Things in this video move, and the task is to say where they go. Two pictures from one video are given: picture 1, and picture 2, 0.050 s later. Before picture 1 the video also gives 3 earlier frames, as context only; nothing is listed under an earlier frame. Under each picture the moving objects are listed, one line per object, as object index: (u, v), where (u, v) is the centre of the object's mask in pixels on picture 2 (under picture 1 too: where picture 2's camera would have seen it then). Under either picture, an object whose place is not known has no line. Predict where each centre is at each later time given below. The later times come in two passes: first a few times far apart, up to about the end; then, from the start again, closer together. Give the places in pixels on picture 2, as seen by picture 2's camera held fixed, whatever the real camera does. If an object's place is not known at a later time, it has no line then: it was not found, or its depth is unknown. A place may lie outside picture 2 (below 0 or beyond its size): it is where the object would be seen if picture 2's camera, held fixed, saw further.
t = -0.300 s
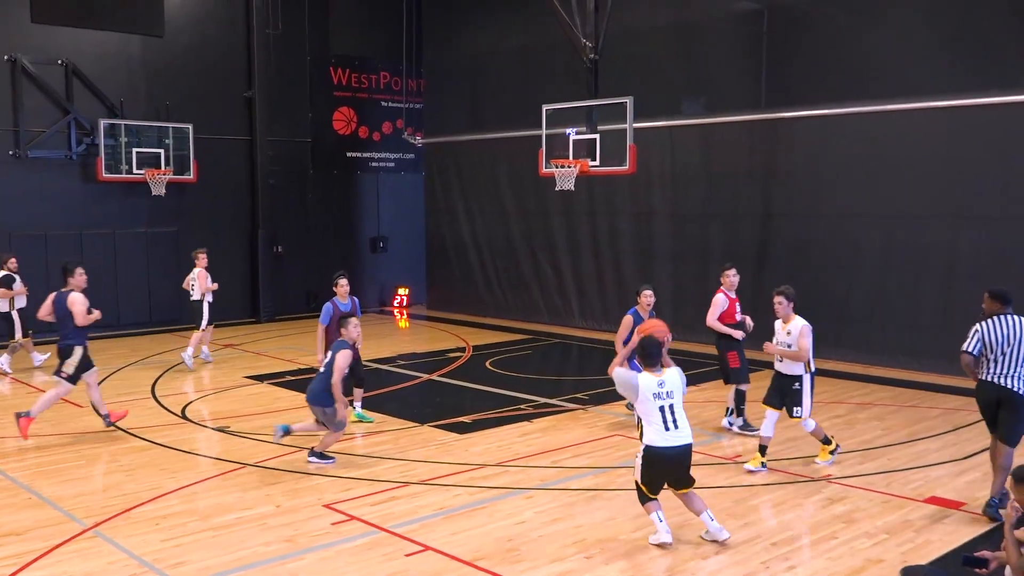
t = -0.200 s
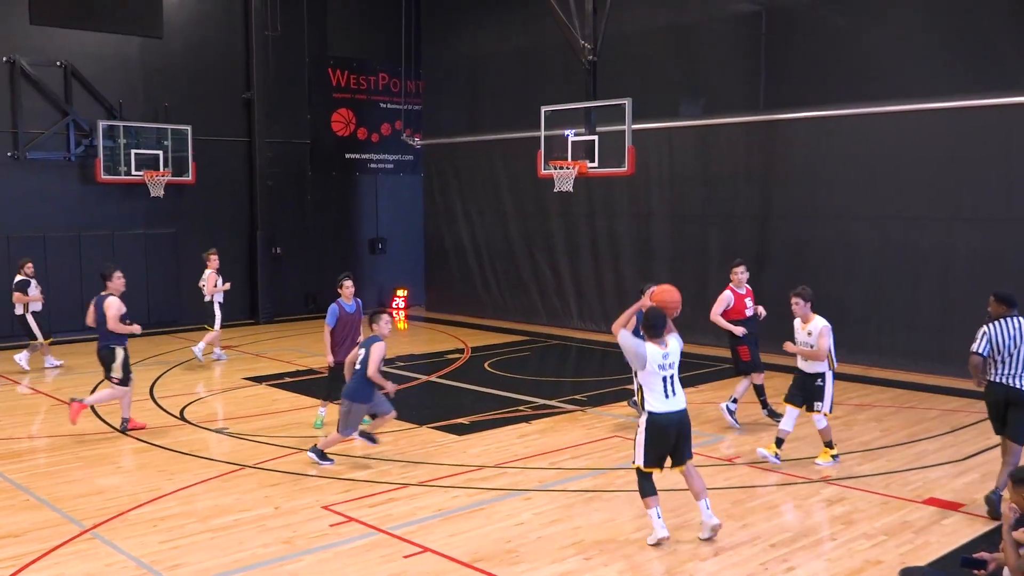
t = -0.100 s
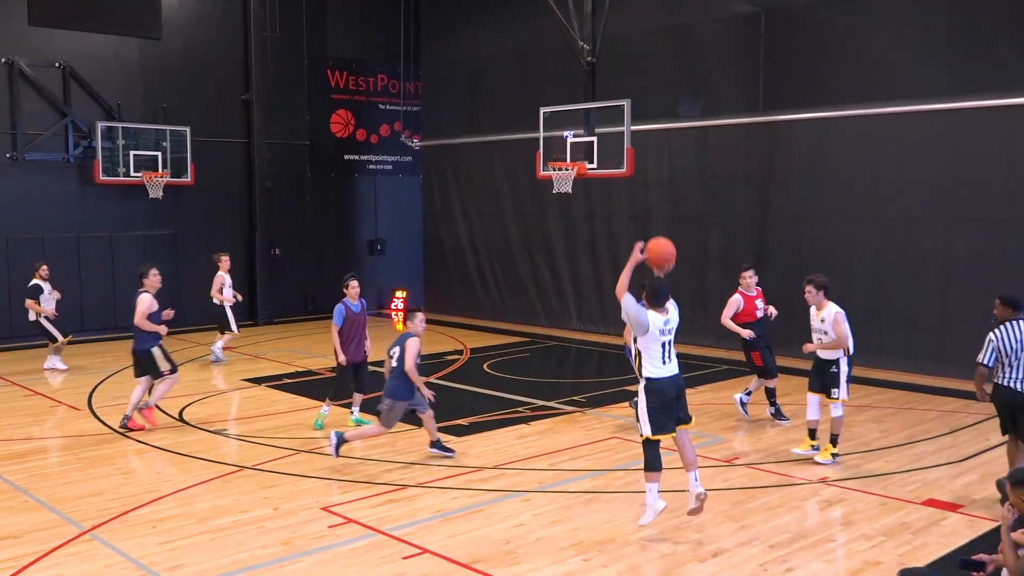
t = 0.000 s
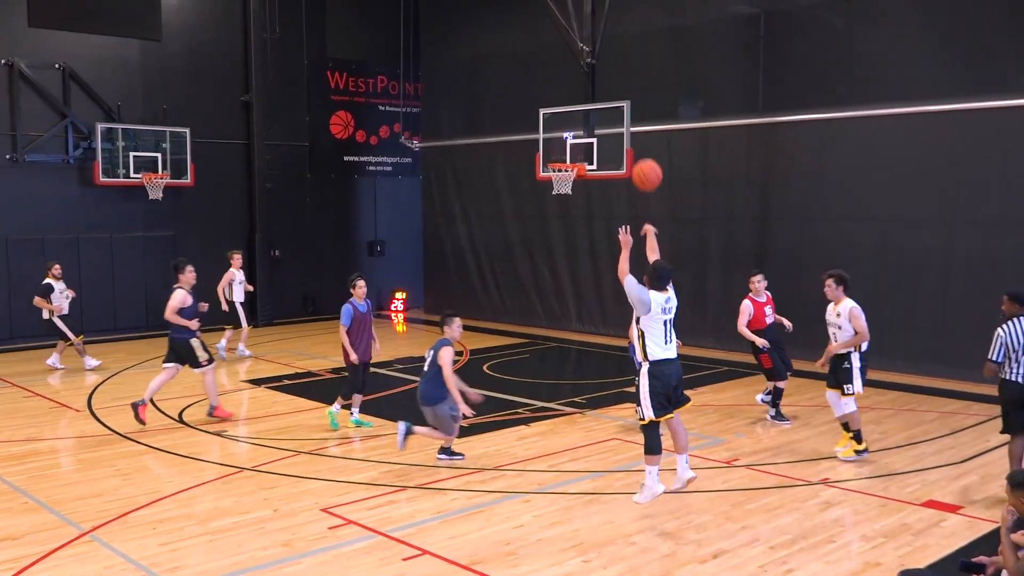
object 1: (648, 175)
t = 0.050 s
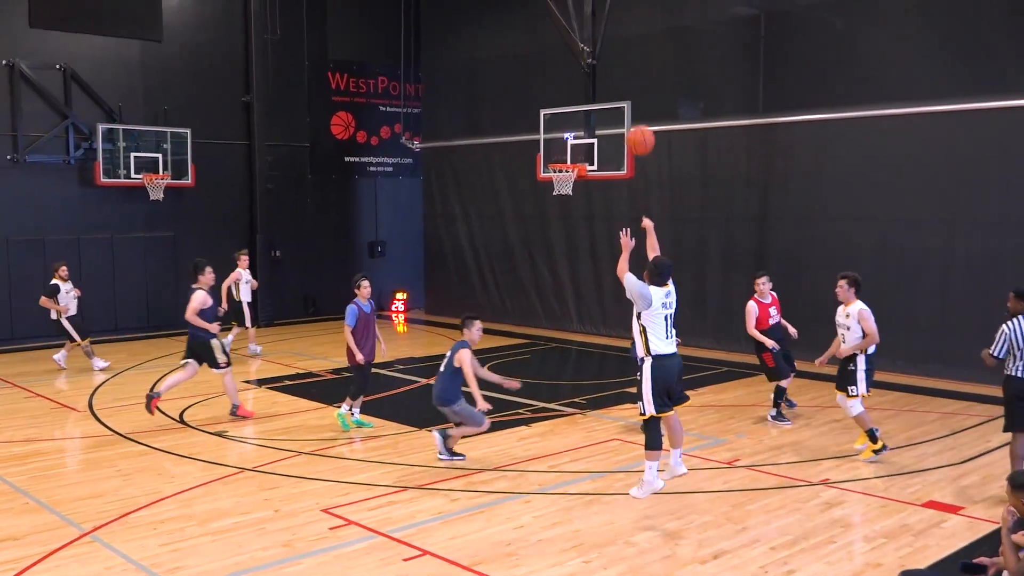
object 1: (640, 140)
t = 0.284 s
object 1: (612, 37)
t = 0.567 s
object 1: (586, 10)
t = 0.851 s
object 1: (567, 52)
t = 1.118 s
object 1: (554, 130)
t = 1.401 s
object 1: (564, 141)
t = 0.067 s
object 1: (638, 130)
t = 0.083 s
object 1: (636, 119)
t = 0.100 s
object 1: (633, 110)
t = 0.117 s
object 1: (631, 101)
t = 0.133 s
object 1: (629, 92)
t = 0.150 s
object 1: (626, 85)
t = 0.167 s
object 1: (624, 77)
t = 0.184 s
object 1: (623, 70)
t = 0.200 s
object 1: (621, 64)
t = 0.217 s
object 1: (619, 58)
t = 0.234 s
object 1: (617, 52)
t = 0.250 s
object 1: (615, 47)
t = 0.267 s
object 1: (613, 42)
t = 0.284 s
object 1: (612, 37)
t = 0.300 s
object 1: (610, 33)
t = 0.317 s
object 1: (608, 29)
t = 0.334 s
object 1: (607, 26)
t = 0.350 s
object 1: (605, 23)
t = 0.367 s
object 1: (603, 20)
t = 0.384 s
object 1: (602, 18)
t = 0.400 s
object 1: (600, 16)
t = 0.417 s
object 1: (599, 14)
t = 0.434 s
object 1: (597, 13)
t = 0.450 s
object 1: (596, 11)
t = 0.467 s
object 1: (594, 10)
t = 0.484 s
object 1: (593, 10)
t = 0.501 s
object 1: (592, 9)
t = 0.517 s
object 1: (590, 9)
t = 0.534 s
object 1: (589, 9)
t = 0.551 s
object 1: (588, 10)
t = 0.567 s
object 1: (586, 10)
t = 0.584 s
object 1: (585, 11)
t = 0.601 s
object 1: (584, 12)
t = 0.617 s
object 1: (583, 13)
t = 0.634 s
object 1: (581, 15)
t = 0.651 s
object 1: (580, 17)
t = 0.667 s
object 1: (579, 19)
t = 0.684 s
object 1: (578, 21)
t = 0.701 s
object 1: (576, 23)
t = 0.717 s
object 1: (575, 25)
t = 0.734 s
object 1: (574, 28)
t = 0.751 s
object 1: (573, 31)
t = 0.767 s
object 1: (572, 34)
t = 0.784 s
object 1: (571, 37)
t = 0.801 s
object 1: (571, 41)
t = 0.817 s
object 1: (570, 44)
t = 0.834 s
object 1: (569, 48)
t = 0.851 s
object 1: (567, 52)
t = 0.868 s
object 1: (567, 56)
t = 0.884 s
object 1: (566, 60)
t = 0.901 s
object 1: (565, 64)
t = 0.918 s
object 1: (564, 68)
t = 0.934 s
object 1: (563, 73)
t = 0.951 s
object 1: (562, 78)
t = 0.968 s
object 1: (561, 82)
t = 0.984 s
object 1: (561, 87)
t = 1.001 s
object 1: (560, 92)
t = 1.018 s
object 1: (559, 97)
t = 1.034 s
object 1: (558, 102)
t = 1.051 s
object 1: (557, 108)
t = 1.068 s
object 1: (556, 114)
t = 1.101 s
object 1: (555, 125)
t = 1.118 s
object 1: (554, 130)
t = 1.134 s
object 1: (553, 136)
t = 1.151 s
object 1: (553, 143)
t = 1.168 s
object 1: (552, 149)
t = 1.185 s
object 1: (551, 155)
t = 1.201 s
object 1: (551, 158)
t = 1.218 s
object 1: (554, 157)
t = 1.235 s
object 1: (557, 156)
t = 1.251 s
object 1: (560, 154)
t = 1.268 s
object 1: (562, 153)
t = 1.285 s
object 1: (565, 152)
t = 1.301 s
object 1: (568, 150)
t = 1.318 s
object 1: (571, 150)
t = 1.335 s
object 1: (570, 148)
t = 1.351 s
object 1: (569, 146)
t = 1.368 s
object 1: (567, 144)
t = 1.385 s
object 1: (566, 143)
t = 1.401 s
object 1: (564, 141)
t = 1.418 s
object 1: (563, 140)
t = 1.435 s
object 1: (561, 139)
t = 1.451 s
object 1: (560, 138)
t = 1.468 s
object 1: (558, 137)
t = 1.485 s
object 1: (557, 137)
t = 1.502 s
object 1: (555, 137)
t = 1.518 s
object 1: (554, 137)
